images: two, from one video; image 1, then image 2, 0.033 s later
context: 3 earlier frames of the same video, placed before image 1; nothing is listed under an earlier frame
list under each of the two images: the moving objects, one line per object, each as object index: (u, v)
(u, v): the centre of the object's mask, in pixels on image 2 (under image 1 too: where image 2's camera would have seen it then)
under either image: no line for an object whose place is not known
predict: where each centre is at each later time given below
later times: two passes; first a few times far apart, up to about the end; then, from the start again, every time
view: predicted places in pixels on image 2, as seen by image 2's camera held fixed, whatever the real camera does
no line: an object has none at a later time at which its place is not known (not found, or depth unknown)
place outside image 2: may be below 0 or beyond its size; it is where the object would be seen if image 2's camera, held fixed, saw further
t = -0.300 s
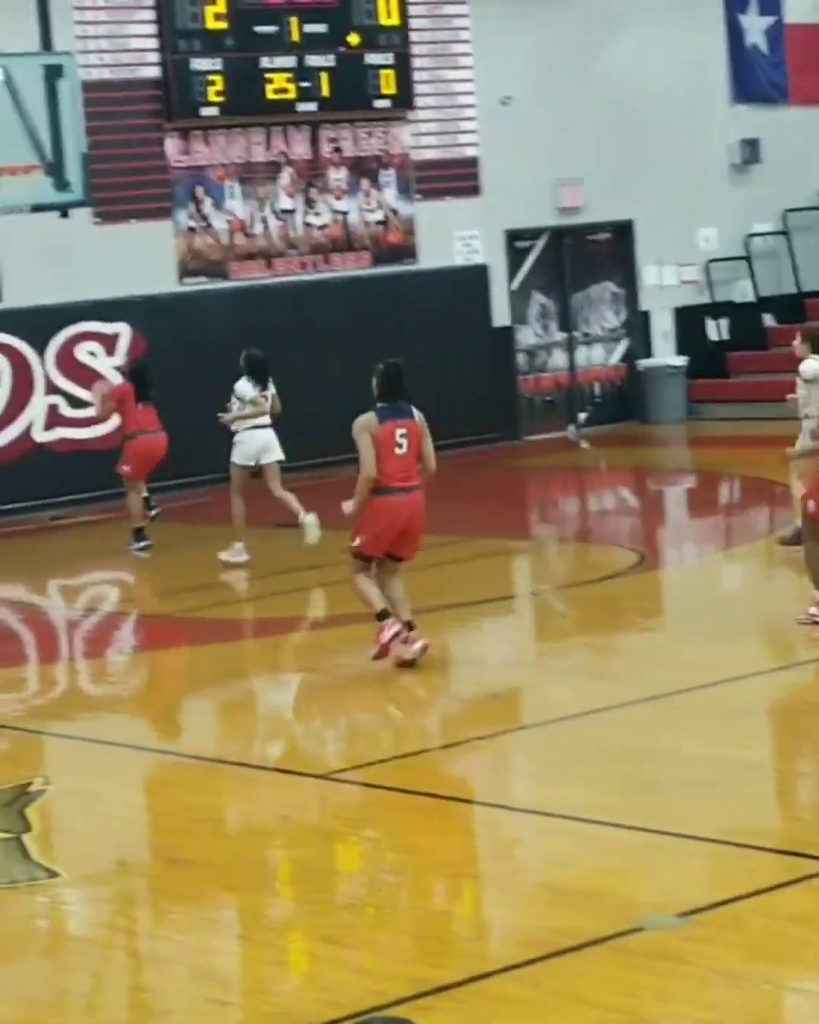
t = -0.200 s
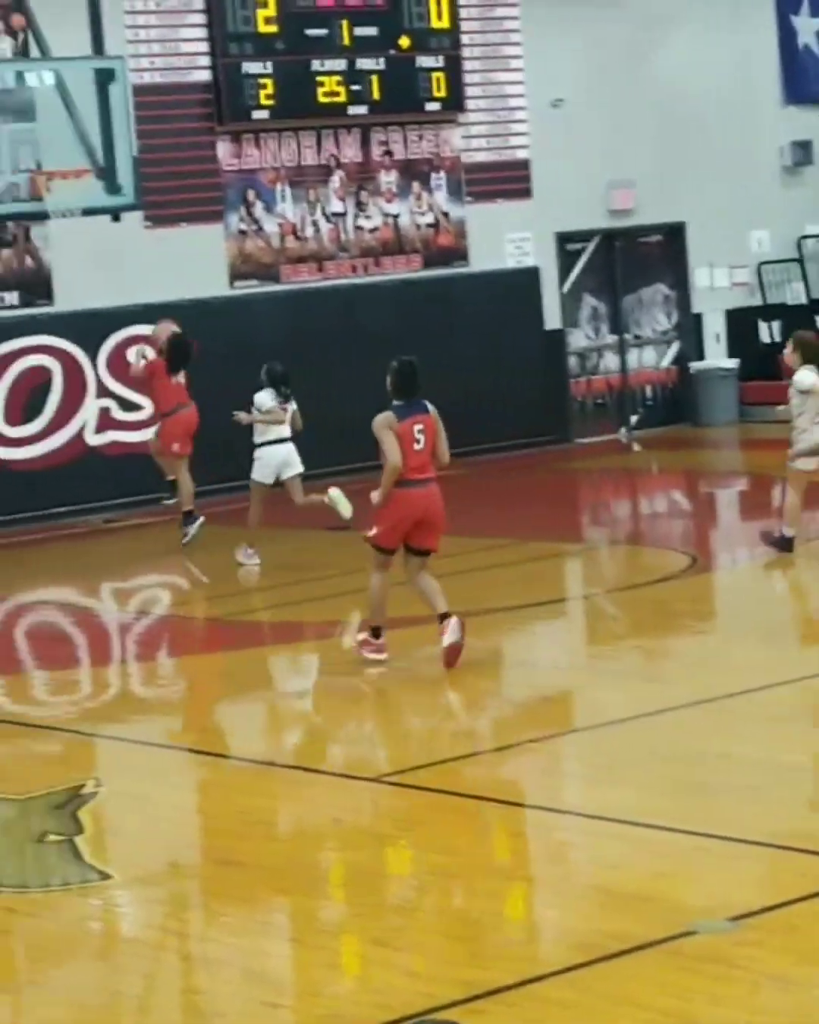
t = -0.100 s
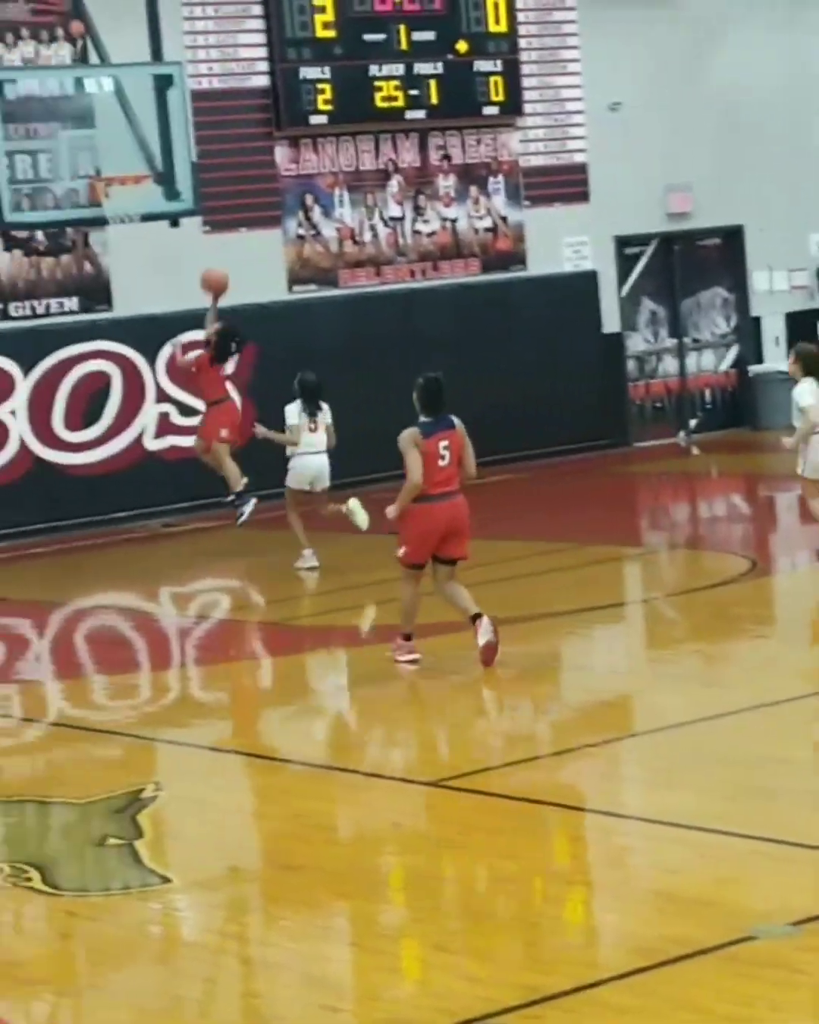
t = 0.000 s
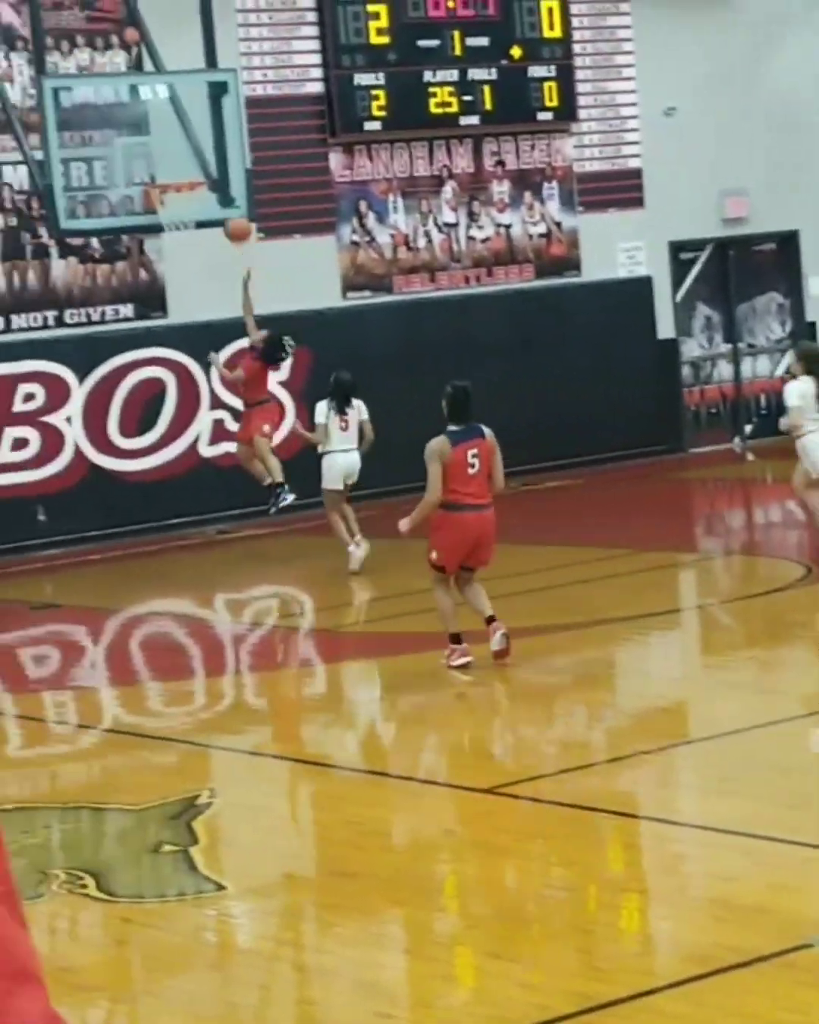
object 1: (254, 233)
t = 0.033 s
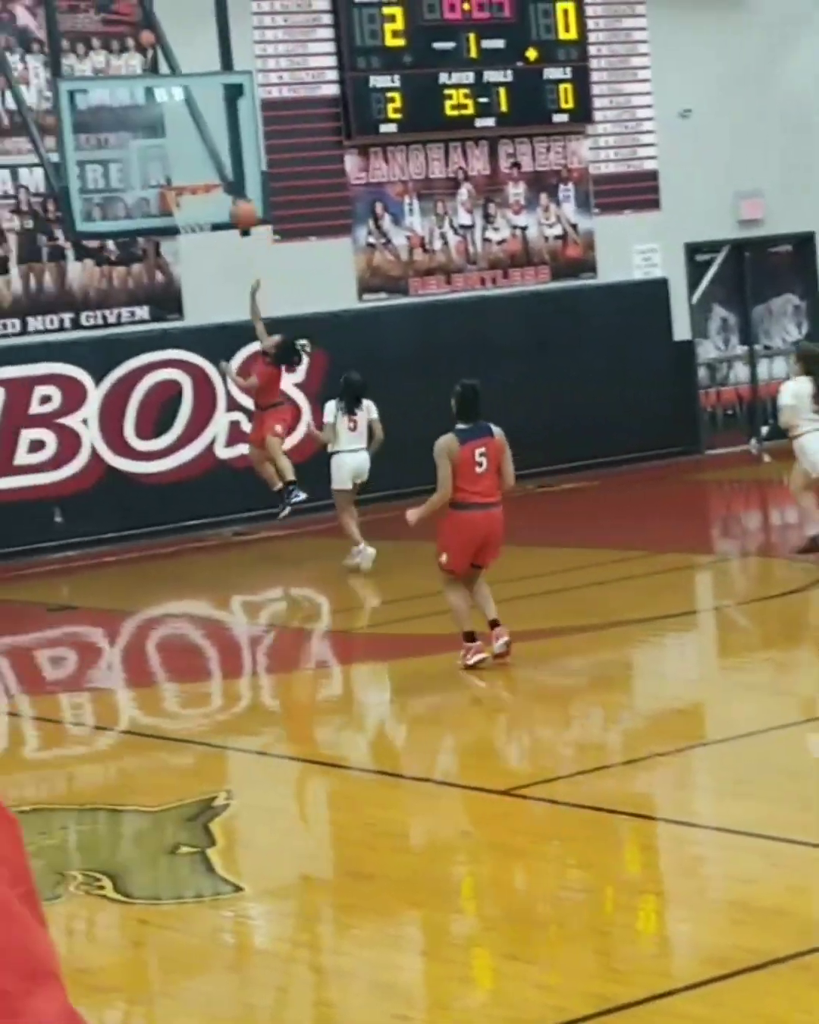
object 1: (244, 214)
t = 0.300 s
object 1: (195, 146)
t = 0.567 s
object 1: (193, 170)
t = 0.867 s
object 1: (199, 196)
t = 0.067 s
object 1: (233, 198)
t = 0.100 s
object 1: (223, 182)
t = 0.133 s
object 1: (210, 171)
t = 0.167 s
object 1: (200, 161)
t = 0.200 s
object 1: (198, 155)
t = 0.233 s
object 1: (197, 151)
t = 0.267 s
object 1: (196, 147)
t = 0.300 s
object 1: (195, 146)
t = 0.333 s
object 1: (194, 146)
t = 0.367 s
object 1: (194, 147)
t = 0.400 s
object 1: (193, 150)
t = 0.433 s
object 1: (193, 153)
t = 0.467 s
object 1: (192, 159)
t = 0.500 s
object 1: (192, 165)
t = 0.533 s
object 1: (192, 172)
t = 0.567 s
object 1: (193, 170)
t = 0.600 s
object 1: (193, 169)
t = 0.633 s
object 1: (193, 168)
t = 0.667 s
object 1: (195, 170)
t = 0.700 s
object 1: (195, 171)
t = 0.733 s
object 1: (196, 173)
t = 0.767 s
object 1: (197, 178)
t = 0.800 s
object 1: (200, 187)
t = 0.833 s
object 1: (200, 191)
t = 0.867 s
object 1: (199, 196)
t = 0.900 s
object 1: (198, 200)
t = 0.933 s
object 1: (198, 208)
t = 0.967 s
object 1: (198, 221)
